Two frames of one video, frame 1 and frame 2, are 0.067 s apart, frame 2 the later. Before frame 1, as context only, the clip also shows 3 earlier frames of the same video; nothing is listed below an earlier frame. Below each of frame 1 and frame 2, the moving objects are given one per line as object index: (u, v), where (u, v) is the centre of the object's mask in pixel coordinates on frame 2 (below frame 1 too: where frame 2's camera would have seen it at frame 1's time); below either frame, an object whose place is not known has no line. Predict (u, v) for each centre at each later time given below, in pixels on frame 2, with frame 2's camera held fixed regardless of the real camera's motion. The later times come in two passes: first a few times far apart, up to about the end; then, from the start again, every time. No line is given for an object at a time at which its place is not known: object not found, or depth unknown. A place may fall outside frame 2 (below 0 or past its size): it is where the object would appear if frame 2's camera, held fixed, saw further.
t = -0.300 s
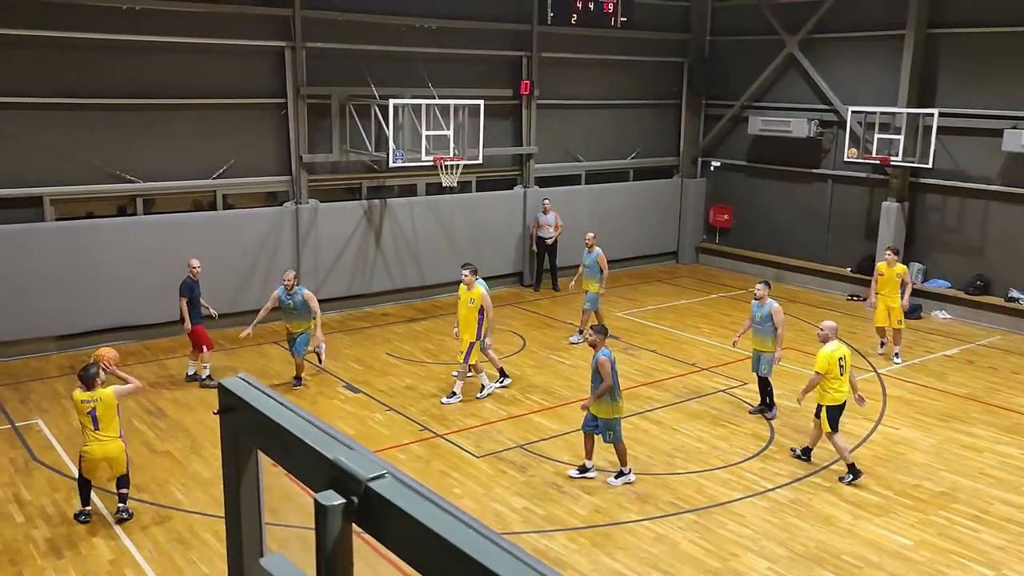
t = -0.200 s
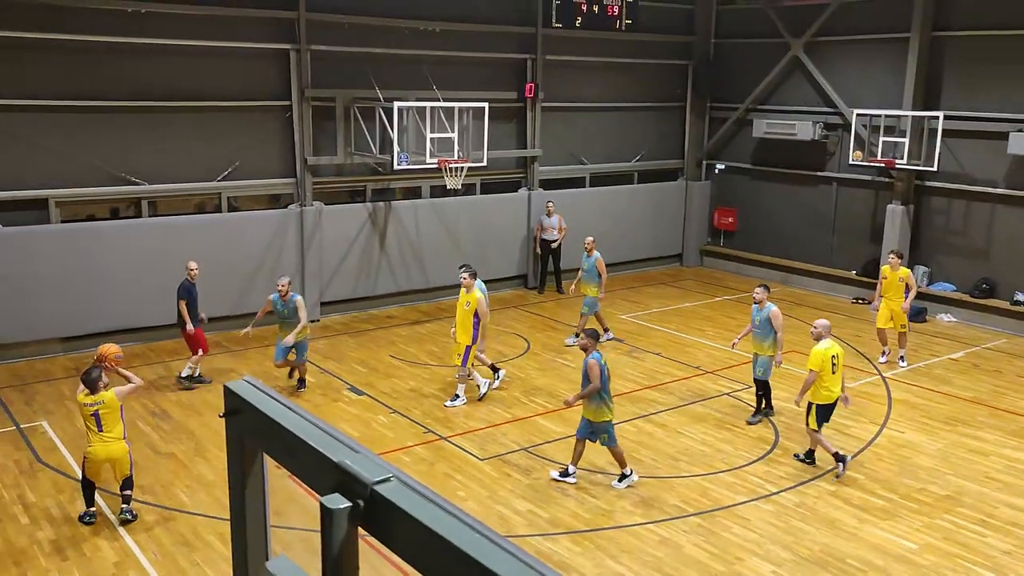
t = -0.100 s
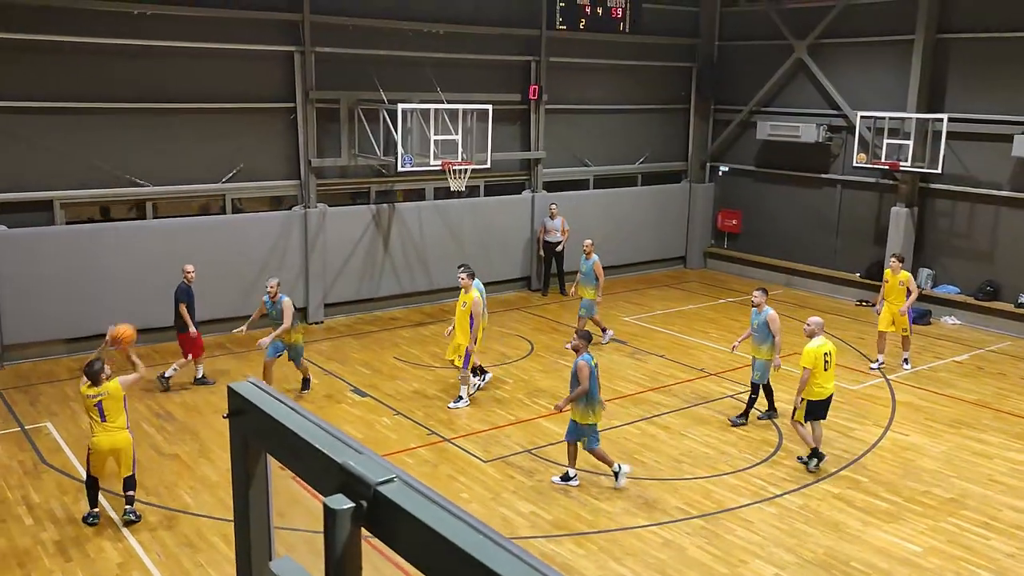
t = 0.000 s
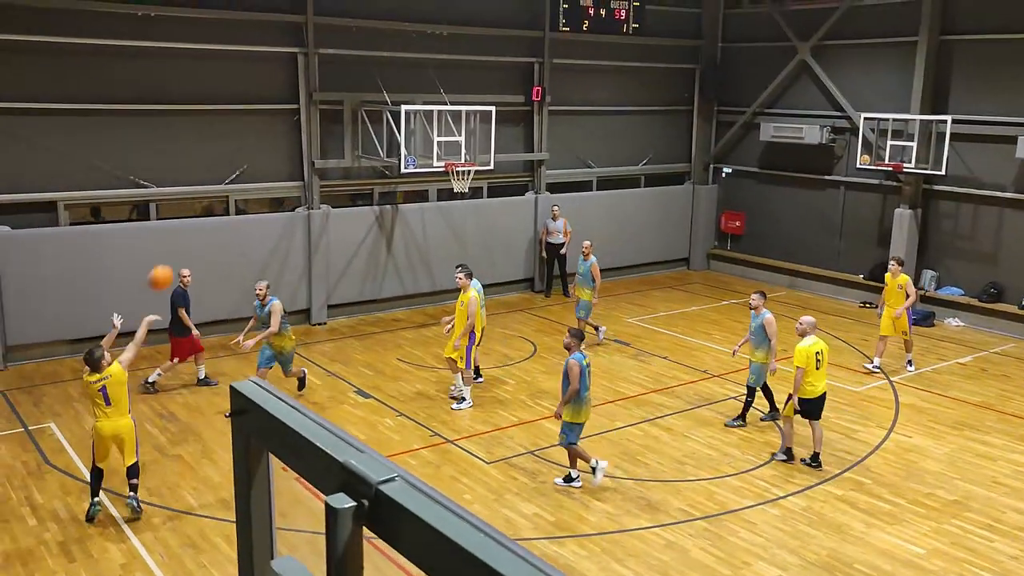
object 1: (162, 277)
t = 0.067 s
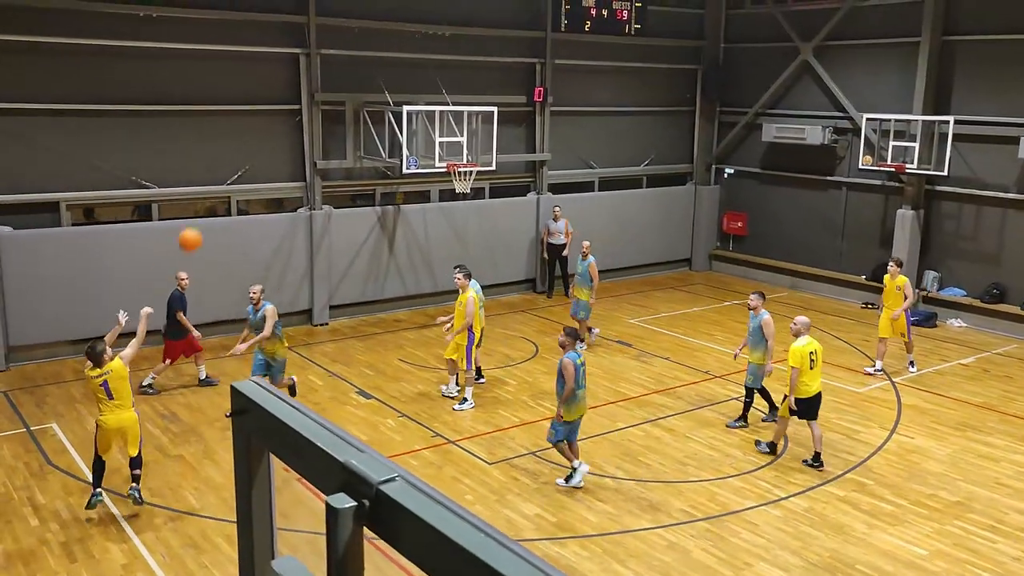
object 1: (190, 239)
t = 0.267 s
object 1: (262, 161)
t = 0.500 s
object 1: (333, 123)
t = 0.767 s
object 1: (397, 132)
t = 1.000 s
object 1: (442, 173)
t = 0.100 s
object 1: (202, 222)
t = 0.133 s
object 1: (215, 207)
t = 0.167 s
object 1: (227, 194)
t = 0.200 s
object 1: (240, 181)
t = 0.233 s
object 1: (251, 170)
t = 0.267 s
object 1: (262, 161)
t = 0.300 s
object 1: (273, 152)
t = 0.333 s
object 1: (284, 145)
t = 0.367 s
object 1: (294, 138)
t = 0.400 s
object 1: (304, 132)
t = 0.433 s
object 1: (314, 128)
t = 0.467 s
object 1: (323, 125)
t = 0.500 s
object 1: (333, 123)
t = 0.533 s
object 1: (342, 121)
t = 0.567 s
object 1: (350, 120)
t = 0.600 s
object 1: (359, 120)
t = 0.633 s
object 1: (367, 121)
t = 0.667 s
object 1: (375, 123)
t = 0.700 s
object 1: (382, 125)
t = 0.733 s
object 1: (390, 128)
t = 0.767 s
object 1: (397, 132)
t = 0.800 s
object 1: (404, 136)
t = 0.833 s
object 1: (411, 141)
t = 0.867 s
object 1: (418, 146)
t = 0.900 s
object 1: (425, 153)
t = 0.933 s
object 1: (430, 159)
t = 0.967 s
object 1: (437, 167)
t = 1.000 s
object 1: (442, 173)
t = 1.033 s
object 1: (449, 181)
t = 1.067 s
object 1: (453, 191)
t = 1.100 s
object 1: (459, 198)
